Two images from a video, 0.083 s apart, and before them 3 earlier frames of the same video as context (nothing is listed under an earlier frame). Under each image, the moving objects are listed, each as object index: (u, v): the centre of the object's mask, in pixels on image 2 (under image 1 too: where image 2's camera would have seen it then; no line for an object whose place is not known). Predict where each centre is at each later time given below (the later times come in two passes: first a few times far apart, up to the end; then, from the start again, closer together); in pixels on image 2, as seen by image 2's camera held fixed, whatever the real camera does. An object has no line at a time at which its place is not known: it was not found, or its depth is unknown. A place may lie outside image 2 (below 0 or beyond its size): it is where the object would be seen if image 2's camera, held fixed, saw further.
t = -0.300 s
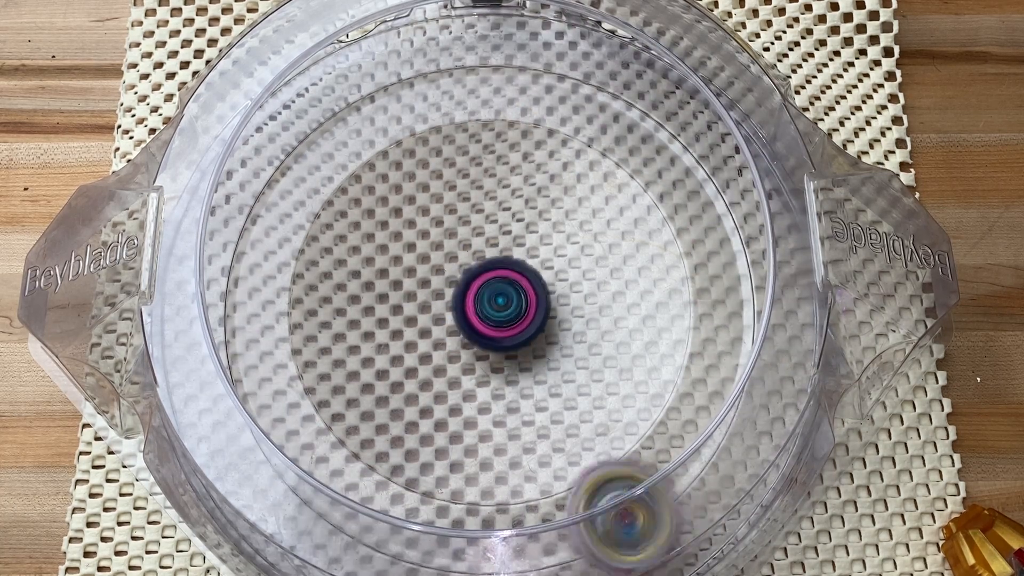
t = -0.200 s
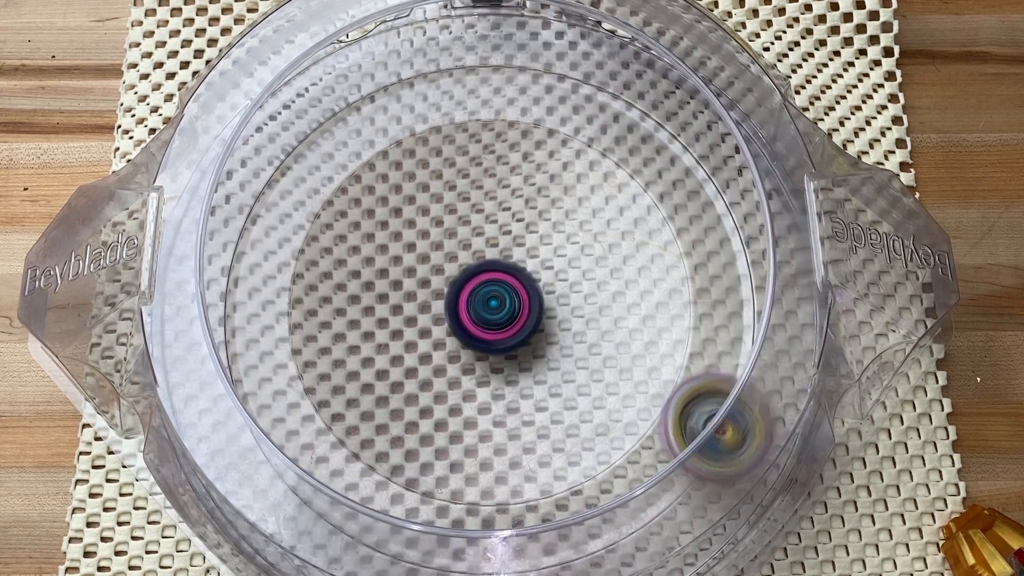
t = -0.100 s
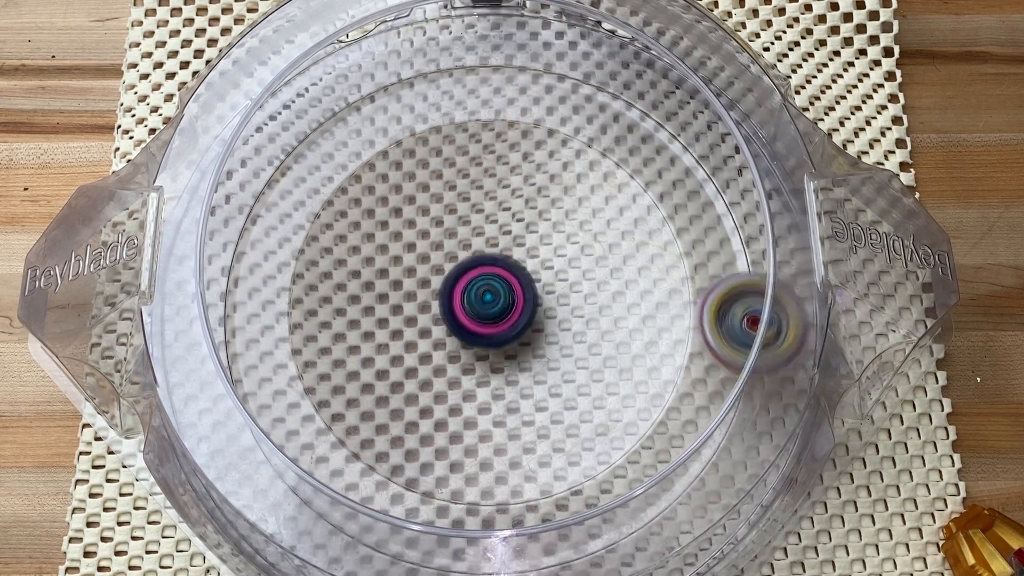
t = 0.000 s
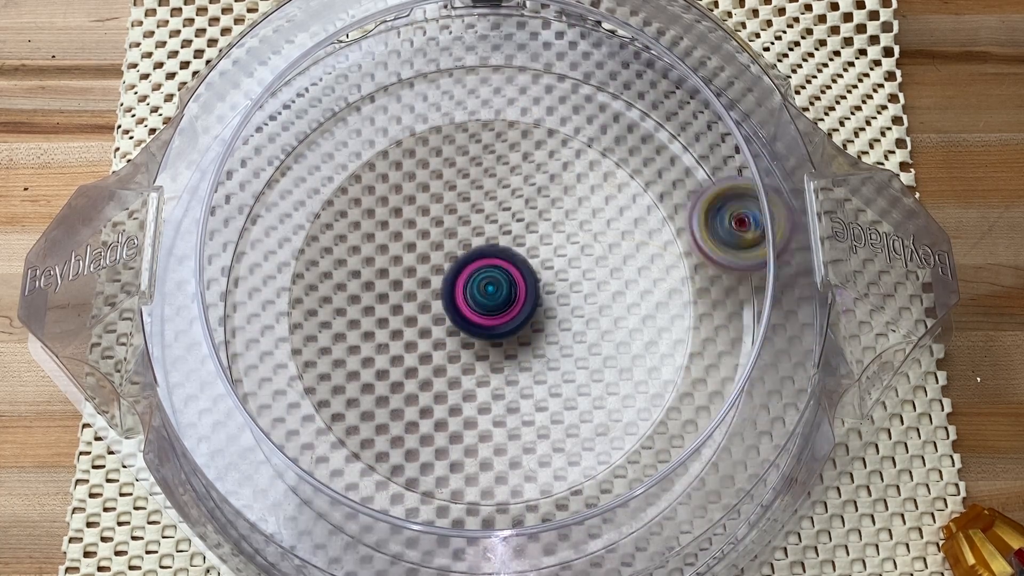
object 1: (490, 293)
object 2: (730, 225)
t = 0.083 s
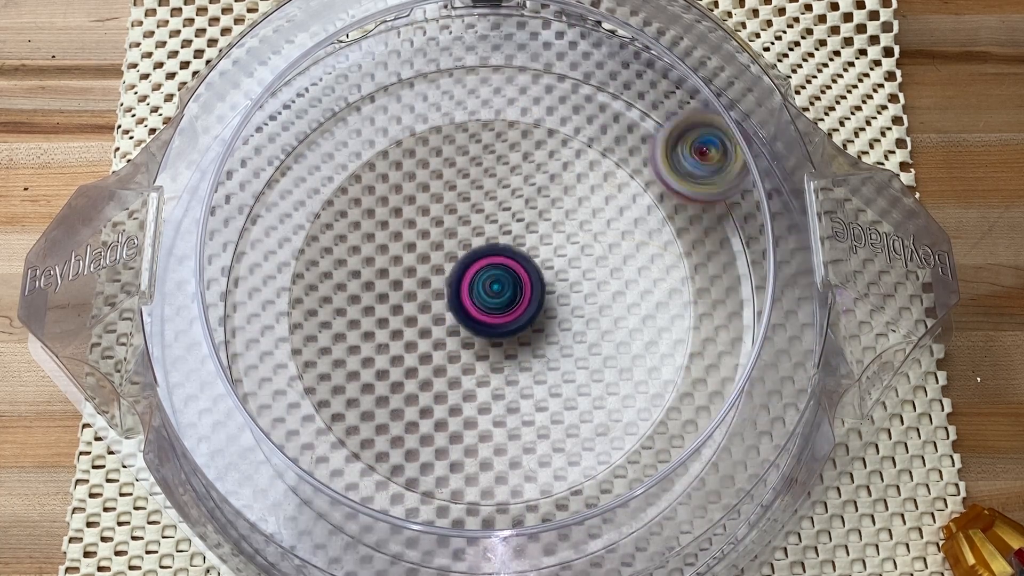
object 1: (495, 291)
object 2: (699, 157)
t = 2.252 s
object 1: (491, 300)
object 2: (368, 294)
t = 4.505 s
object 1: (481, 285)
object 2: (530, 363)
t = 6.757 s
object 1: (405, 388)
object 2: (459, 258)
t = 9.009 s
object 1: (519, 282)
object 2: (408, 318)
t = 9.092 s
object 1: (517, 277)
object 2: (411, 309)
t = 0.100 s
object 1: (497, 291)
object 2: (690, 143)
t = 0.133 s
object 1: (499, 294)
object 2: (667, 121)
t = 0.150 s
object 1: (499, 295)
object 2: (656, 109)
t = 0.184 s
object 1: (499, 297)
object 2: (627, 90)
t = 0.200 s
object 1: (499, 299)
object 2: (612, 80)
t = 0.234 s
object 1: (498, 301)
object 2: (578, 69)
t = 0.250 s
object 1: (497, 302)
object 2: (560, 62)
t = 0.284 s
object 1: (493, 304)
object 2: (521, 56)
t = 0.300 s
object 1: (492, 304)
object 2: (504, 53)
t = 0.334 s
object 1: (489, 304)
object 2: (465, 56)
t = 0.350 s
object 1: (487, 304)
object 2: (447, 57)
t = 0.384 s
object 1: (484, 302)
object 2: (408, 67)
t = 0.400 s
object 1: (483, 301)
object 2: (392, 72)
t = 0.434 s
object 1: (482, 297)
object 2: (357, 91)
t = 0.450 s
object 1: (482, 296)
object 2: (341, 98)
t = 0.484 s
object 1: (482, 294)
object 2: (312, 121)
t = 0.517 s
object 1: (484, 291)
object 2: (289, 145)
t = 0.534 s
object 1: (486, 290)
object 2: (279, 160)
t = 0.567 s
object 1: (488, 290)
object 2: (262, 187)
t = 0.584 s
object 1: (489, 290)
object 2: (256, 203)
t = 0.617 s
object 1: (492, 291)
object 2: (246, 231)
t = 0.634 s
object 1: (493, 291)
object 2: (242, 244)
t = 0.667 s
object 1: (495, 294)
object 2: (239, 275)
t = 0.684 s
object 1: (495, 295)
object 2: (238, 284)
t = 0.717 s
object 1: (495, 298)
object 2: (231, 317)
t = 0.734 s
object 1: (495, 299)
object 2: (231, 330)
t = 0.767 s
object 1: (493, 303)
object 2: (237, 359)
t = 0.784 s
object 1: (492, 304)
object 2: (239, 371)
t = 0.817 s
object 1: (488, 305)
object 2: (251, 398)
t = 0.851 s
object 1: (486, 305)
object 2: (263, 426)
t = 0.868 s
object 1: (484, 305)
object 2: (268, 435)
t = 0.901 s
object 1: (481, 304)
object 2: (286, 460)
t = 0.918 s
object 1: (480, 303)
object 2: (295, 469)
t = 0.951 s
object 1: (479, 301)
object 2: (317, 491)
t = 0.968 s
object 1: (479, 299)
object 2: (325, 502)
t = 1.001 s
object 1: (479, 297)
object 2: (348, 518)
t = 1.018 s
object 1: (480, 295)
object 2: (362, 525)
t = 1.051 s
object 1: (482, 294)
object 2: (386, 532)
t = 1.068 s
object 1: (483, 293)
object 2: (400, 535)
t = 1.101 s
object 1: (485, 293)
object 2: (422, 539)
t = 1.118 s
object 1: (486, 293)
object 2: (434, 539)
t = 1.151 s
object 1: (489, 294)
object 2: (455, 539)
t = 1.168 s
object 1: (490, 295)
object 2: (466, 538)
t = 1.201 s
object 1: (491, 297)
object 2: (487, 540)
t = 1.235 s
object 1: (492, 299)
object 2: (505, 537)
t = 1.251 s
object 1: (492, 300)
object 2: (514, 537)
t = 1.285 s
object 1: (492, 302)
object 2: (536, 534)
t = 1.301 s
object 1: (492, 303)
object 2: (544, 531)
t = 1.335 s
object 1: (491, 306)
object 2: (561, 528)
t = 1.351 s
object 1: (490, 308)
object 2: (567, 527)
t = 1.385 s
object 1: (487, 309)
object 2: (583, 522)
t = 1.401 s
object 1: (486, 309)
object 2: (593, 514)
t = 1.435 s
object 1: (484, 310)
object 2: (605, 502)
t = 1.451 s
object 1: (482, 309)
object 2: (613, 495)
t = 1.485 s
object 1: (481, 308)
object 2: (625, 483)
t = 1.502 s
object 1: (480, 307)
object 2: (629, 474)
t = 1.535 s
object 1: (479, 306)
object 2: (640, 462)
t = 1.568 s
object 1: (478, 303)
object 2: (647, 448)
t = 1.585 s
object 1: (479, 302)
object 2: (650, 438)
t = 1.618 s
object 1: (480, 301)
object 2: (655, 422)
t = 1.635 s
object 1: (480, 300)
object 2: (656, 417)
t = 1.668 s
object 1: (483, 298)
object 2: (663, 401)
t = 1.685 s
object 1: (485, 298)
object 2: (666, 393)
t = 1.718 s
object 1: (487, 298)
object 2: (664, 374)
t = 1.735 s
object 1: (489, 299)
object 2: (663, 360)
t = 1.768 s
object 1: (492, 301)
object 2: (655, 340)
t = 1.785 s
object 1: (492, 302)
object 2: (649, 325)
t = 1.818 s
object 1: (493, 304)
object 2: (639, 303)
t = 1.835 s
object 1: (494, 306)
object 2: (630, 292)
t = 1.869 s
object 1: (493, 310)
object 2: (614, 268)
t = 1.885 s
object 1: (492, 311)
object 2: (607, 259)
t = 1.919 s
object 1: (490, 313)
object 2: (585, 243)
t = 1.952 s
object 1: (487, 314)
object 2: (561, 226)
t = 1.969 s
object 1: (486, 314)
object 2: (548, 219)
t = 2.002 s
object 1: (483, 313)
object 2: (518, 208)
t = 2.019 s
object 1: (482, 313)
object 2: (502, 204)
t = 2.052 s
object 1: (480, 311)
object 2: (472, 202)
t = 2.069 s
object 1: (480, 309)
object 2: (456, 206)
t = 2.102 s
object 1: (481, 306)
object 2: (430, 211)
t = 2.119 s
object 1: (481, 306)
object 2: (419, 217)
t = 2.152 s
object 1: (482, 303)
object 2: (398, 230)
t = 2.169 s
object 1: (484, 301)
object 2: (392, 238)
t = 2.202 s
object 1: (486, 301)
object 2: (377, 259)
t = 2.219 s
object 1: (487, 300)
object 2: (371, 270)
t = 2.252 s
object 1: (491, 300)
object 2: (368, 294)
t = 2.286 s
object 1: (494, 302)
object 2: (372, 320)
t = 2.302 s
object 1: (495, 303)
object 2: (373, 334)
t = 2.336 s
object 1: (498, 306)
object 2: (385, 358)
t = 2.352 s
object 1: (498, 308)
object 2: (395, 369)
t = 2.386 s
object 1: (498, 310)
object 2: (416, 387)
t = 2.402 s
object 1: (498, 311)
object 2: (428, 393)
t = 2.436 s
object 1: (496, 313)
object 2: (457, 403)
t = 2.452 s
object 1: (494, 313)
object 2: (469, 406)
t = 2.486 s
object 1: (492, 313)
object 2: (497, 405)
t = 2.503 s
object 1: (488, 310)
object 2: (513, 407)
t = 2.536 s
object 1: (483, 284)
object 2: (542, 428)
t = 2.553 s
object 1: (481, 274)
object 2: (555, 435)
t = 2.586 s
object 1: (482, 257)
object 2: (578, 442)
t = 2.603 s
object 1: (484, 252)
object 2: (589, 442)
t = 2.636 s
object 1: (490, 243)
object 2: (605, 438)
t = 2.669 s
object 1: (498, 239)
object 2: (619, 430)
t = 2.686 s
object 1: (502, 238)
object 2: (624, 423)
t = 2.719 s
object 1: (510, 237)
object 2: (635, 409)
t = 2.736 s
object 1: (513, 237)
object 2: (640, 402)
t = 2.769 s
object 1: (520, 239)
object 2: (648, 384)
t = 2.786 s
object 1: (522, 239)
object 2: (648, 373)
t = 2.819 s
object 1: (526, 242)
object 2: (649, 350)
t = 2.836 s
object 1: (528, 244)
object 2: (649, 340)
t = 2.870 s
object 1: (532, 247)
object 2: (643, 318)
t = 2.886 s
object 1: (533, 249)
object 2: (637, 304)
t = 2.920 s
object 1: (533, 252)
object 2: (623, 286)
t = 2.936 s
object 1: (522, 250)
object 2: (627, 283)
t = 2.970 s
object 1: (501, 248)
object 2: (628, 277)
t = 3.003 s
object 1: (486, 248)
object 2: (620, 270)
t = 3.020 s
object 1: (482, 247)
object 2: (613, 264)
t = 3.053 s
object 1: (476, 246)
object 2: (596, 257)
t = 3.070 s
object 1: (474, 245)
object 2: (588, 257)
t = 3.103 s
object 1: (472, 241)
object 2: (567, 252)
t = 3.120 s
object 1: (466, 240)
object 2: (564, 250)
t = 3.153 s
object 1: (450, 239)
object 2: (561, 247)
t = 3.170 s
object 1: (445, 237)
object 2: (559, 247)
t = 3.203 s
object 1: (438, 234)
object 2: (548, 245)
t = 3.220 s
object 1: (436, 232)
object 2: (541, 244)
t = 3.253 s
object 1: (430, 227)
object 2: (533, 252)
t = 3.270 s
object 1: (425, 223)
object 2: (532, 254)
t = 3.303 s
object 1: (420, 217)
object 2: (528, 265)
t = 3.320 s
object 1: (418, 215)
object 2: (526, 272)
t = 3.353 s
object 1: (416, 210)
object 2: (523, 286)
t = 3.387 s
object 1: (415, 208)
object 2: (523, 298)
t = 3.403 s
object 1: (415, 207)
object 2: (523, 303)
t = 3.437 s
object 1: (414, 207)
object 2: (525, 314)
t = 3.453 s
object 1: (414, 206)
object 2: (527, 321)
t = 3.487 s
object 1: (414, 206)
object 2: (530, 330)
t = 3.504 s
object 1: (414, 206)
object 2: (532, 333)
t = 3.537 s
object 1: (414, 206)
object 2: (537, 340)
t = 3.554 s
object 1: (414, 206)
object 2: (540, 345)
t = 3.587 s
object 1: (413, 206)
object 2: (547, 350)
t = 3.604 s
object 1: (414, 207)
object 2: (549, 350)
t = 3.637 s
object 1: (413, 208)
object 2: (554, 354)
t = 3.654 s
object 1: (413, 208)
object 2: (557, 355)
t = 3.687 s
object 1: (414, 211)
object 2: (560, 354)
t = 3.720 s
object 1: (414, 215)
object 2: (561, 351)
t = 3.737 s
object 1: (414, 217)
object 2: (558, 349)
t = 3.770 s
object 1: (416, 220)
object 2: (552, 342)
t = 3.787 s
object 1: (416, 223)
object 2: (550, 340)
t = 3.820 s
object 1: (417, 227)
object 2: (540, 332)
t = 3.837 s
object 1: (418, 229)
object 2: (534, 331)
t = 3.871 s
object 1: (421, 234)
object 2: (521, 326)
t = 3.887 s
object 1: (422, 237)
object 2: (514, 322)
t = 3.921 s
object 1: (425, 242)
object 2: (500, 319)
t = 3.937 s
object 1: (427, 244)
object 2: (494, 320)
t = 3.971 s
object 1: (423, 237)
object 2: (487, 330)
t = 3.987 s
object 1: (421, 233)
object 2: (484, 333)
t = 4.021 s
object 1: (420, 230)
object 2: (476, 342)
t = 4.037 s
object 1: (421, 230)
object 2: (474, 346)
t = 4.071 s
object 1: (424, 233)
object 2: (468, 352)
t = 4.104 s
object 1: (428, 236)
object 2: (463, 360)
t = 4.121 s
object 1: (431, 238)
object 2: (462, 363)
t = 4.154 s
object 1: (436, 242)
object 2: (461, 369)
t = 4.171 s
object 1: (438, 244)
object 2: (460, 370)
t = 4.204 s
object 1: (443, 248)
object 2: (461, 374)
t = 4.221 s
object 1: (446, 251)
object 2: (463, 373)
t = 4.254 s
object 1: (452, 256)
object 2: (467, 372)
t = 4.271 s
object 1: (455, 259)
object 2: (470, 371)
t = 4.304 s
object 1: (462, 266)
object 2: (477, 364)
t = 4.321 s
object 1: (465, 269)
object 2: (478, 358)
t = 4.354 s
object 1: (469, 265)
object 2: (487, 366)
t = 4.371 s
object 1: (471, 265)
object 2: (490, 368)
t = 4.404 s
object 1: (475, 268)
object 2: (499, 371)
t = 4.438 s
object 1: (479, 276)
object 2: (509, 370)
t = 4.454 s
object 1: (481, 279)
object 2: (515, 368)
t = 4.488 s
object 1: (481, 283)
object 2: (524, 363)
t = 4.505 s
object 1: (481, 285)
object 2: (530, 363)
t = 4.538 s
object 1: (481, 288)
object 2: (540, 361)
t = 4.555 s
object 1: (479, 288)
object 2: (543, 357)
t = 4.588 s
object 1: (468, 280)
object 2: (563, 361)
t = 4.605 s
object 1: (462, 276)
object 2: (569, 361)
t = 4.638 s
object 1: (454, 273)
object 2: (579, 358)
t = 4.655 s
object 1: (453, 272)
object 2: (584, 355)
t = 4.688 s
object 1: (455, 273)
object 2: (588, 344)
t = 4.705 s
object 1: (456, 272)
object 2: (588, 340)
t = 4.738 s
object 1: (458, 272)
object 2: (587, 327)
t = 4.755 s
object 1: (459, 273)
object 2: (585, 321)
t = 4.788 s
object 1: (461, 273)
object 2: (578, 309)
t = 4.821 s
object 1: (464, 274)
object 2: (568, 300)
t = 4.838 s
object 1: (464, 275)
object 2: (561, 294)
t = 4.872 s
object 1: (446, 272)
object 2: (566, 287)
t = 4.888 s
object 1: (435, 269)
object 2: (569, 282)
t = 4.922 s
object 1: (420, 264)
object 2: (570, 280)
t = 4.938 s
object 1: (416, 263)
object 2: (571, 279)
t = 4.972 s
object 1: (415, 261)
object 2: (561, 272)
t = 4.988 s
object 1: (414, 259)
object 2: (557, 271)
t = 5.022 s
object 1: (414, 256)
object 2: (547, 265)
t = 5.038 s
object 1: (414, 255)
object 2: (538, 263)
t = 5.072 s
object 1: (415, 254)
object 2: (525, 261)
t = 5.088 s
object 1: (416, 254)
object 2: (518, 260)
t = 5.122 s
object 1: (409, 252)
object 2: (515, 262)
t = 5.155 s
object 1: (395, 251)
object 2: (529, 264)
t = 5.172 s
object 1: (391, 251)
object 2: (531, 263)
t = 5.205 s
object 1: (390, 251)
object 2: (536, 264)
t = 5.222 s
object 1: (390, 251)
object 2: (537, 262)
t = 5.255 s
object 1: (391, 250)
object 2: (537, 263)
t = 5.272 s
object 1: (392, 250)
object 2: (540, 261)
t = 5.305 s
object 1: (393, 250)
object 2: (537, 262)
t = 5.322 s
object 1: (393, 251)
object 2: (535, 264)
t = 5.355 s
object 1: (394, 252)
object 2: (532, 264)
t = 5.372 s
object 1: (395, 253)
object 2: (529, 267)
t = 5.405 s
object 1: (398, 255)
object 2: (525, 273)
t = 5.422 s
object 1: (399, 256)
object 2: (520, 277)
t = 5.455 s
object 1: (402, 259)
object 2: (516, 285)
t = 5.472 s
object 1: (404, 259)
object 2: (513, 289)
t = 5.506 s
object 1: (409, 263)
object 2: (510, 298)
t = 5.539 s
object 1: (414, 267)
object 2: (508, 308)
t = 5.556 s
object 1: (417, 268)
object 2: (509, 312)
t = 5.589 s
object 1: (422, 272)
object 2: (511, 322)
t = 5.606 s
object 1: (425, 274)
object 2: (513, 326)
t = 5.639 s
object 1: (431, 279)
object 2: (517, 331)
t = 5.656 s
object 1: (435, 281)
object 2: (521, 335)
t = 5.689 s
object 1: (442, 287)
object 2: (523, 340)
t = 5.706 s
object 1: (446, 290)
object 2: (527, 343)
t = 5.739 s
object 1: (452, 296)
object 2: (531, 344)
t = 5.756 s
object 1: (454, 298)
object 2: (535, 348)
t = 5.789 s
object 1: (458, 304)
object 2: (543, 350)
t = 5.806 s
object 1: (458, 306)
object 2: (544, 349)
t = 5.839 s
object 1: (454, 307)
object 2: (558, 351)
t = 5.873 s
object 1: (455, 309)
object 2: (566, 349)
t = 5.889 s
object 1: (456, 310)
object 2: (567, 345)
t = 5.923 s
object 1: (458, 314)
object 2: (571, 341)
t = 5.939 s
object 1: (459, 316)
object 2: (570, 335)
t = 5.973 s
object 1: (462, 319)
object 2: (567, 328)
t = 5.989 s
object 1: (462, 320)
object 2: (563, 322)
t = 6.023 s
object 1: (460, 323)
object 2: (560, 313)
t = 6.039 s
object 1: (457, 325)
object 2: (559, 307)
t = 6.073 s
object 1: (457, 327)
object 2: (556, 299)
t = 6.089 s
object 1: (457, 327)
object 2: (552, 294)
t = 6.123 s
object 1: (451, 330)
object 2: (549, 287)
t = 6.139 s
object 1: (447, 332)
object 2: (549, 283)
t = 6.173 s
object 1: (446, 332)
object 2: (542, 275)
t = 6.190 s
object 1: (446, 332)
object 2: (540, 274)
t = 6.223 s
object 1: (446, 332)
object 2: (528, 266)
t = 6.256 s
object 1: (446, 332)
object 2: (517, 263)
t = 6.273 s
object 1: (441, 340)
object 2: (515, 257)
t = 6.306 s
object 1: (424, 353)
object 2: (516, 242)
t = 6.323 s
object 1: (418, 358)
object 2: (517, 234)
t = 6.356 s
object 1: (409, 363)
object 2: (512, 228)
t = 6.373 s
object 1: (407, 363)
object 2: (510, 225)
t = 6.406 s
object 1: (403, 364)
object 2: (500, 225)
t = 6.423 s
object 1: (402, 364)
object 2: (497, 224)
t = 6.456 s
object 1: (400, 364)
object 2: (485, 224)
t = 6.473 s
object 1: (400, 364)
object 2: (482, 225)
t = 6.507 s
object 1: (399, 364)
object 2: (470, 227)
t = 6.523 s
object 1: (399, 365)
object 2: (466, 231)
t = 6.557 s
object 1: (399, 364)
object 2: (455, 236)
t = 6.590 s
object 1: (400, 364)
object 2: (448, 247)
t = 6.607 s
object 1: (400, 363)
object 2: (445, 250)
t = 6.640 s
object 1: (402, 363)
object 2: (440, 262)
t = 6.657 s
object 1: (403, 362)
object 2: (439, 267)
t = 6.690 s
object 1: (402, 373)
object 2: (445, 266)
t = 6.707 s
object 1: (402, 381)
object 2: (449, 263)
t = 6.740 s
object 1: (404, 387)
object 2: (456, 259)
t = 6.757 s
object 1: (405, 388)
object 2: (459, 258)
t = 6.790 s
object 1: (407, 389)
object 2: (463, 259)
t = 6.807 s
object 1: (408, 389)
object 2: (467, 259)
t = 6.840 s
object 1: (411, 389)
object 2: (474, 260)
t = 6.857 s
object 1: (413, 390)
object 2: (478, 260)
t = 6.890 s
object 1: (417, 389)
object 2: (485, 261)
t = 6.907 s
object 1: (420, 388)
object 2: (489, 262)
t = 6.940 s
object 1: (425, 387)
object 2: (494, 262)
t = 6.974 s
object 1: (430, 385)
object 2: (503, 265)
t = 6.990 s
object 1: (432, 384)
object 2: (506, 263)
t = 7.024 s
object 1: (438, 381)
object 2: (512, 265)
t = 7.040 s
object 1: (441, 379)
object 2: (514, 264)
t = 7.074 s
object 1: (449, 374)
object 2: (521, 265)
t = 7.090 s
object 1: (455, 371)
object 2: (522, 264)
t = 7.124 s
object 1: (464, 365)
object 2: (526, 266)
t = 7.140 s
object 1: (468, 362)
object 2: (527, 264)
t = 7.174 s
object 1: (480, 355)
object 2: (529, 267)
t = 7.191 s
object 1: (486, 352)
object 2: (528, 268)
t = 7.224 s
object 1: (490, 359)
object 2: (534, 254)
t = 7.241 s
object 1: (492, 363)
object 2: (535, 248)
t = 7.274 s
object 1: (493, 364)
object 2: (538, 237)
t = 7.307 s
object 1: (497, 363)
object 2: (535, 234)
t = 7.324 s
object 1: (500, 364)
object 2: (532, 232)
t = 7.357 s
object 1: (502, 362)
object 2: (523, 233)
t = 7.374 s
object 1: (505, 361)
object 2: (518, 233)
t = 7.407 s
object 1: (509, 361)
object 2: (509, 239)
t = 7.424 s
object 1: (510, 360)
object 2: (504, 242)
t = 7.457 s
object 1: (513, 359)
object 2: (497, 250)
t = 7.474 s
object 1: (514, 359)
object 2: (493, 253)
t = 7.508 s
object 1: (517, 357)
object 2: (487, 262)
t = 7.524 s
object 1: (518, 357)
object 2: (483, 265)
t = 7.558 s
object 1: (530, 376)
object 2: (471, 249)
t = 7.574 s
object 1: (538, 387)
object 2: (463, 237)
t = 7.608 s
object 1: (549, 401)
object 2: (451, 220)
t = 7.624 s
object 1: (552, 405)
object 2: (443, 214)
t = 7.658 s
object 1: (555, 408)
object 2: (435, 206)
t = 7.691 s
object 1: (556, 407)
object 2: (430, 203)
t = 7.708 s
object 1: (557, 407)
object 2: (429, 204)
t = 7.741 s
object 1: (558, 406)
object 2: (425, 206)
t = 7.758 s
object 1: (559, 405)
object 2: (424, 205)
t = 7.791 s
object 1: (560, 403)
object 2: (422, 206)
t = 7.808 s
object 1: (560, 401)
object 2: (420, 206)
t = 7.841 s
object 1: (560, 397)
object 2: (419, 209)
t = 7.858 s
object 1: (560, 395)
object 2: (418, 209)
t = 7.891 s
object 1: (559, 392)
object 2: (417, 209)
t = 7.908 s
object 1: (558, 389)
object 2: (417, 209)
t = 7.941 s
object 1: (556, 384)
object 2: (418, 210)
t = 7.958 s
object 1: (554, 382)
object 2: (419, 210)
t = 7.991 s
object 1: (551, 375)
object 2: (424, 214)
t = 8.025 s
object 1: (547, 367)
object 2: (428, 219)
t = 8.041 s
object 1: (544, 363)
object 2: (432, 223)
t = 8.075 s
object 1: (539, 353)
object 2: (438, 230)
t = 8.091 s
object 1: (536, 348)
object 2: (442, 236)
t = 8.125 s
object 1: (531, 336)
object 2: (448, 245)
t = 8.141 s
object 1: (527, 330)
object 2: (451, 249)
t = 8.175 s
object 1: (528, 323)
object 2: (456, 259)
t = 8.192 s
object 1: (537, 327)
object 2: (446, 254)
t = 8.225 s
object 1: (552, 332)
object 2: (436, 242)
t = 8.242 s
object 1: (554, 332)
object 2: (431, 242)
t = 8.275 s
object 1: (555, 332)
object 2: (423, 238)
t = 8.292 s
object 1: (554, 331)
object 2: (425, 238)
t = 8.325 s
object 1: (555, 331)
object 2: (425, 242)
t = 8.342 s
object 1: (554, 331)
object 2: (424, 245)
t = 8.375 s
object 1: (554, 329)
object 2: (425, 254)
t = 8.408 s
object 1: (551, 328)
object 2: (425, 263)
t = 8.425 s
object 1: (550, 327)
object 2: (427, 268)
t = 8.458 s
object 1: (547, 325)
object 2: (426, 278)
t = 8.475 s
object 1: (545, 325)
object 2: (426, 282)
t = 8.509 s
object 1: (541, 323)
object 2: (428, 292)
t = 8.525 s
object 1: (539, 322)
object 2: (428, 295)
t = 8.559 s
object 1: (535, 319)
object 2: (432, 304)
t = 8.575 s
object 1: (533, 318)
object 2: (432, 308)
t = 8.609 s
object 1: (532, 315)
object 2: (430, 313)
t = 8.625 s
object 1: (539, 313)
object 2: (421, 318)
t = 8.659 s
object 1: (544, 307)
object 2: (408, 321)
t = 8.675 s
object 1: (544, 306)
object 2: (403, 323)
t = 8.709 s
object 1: (540, 304)
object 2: (398, 327)
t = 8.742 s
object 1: (536, 302)
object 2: (400, 327)
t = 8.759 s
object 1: (534, 301)
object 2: (402, 327)
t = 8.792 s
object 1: (529, 299)
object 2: (404, 327)
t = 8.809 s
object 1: (528, 298)
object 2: (407, 328)
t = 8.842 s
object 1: (524, 296)
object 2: (410, 328)
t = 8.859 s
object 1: (522, 295)
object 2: (411, 328)
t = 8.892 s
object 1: (519, 292)
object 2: (414, 325)
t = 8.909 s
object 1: (515, 292)
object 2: (417, 324)
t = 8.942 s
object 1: (511, 290)
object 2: (419, 320)
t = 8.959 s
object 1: (510, 288)
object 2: (422, 319)
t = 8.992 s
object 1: (516, 284)
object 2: (414, 319)
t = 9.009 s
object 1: (519, 282)
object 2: (408, 318)
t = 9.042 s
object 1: (520, 278)
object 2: (407, 315)
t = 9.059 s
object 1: (519, 277)
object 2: (408, 312)
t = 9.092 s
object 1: (517, 277)
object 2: (411, 309)
